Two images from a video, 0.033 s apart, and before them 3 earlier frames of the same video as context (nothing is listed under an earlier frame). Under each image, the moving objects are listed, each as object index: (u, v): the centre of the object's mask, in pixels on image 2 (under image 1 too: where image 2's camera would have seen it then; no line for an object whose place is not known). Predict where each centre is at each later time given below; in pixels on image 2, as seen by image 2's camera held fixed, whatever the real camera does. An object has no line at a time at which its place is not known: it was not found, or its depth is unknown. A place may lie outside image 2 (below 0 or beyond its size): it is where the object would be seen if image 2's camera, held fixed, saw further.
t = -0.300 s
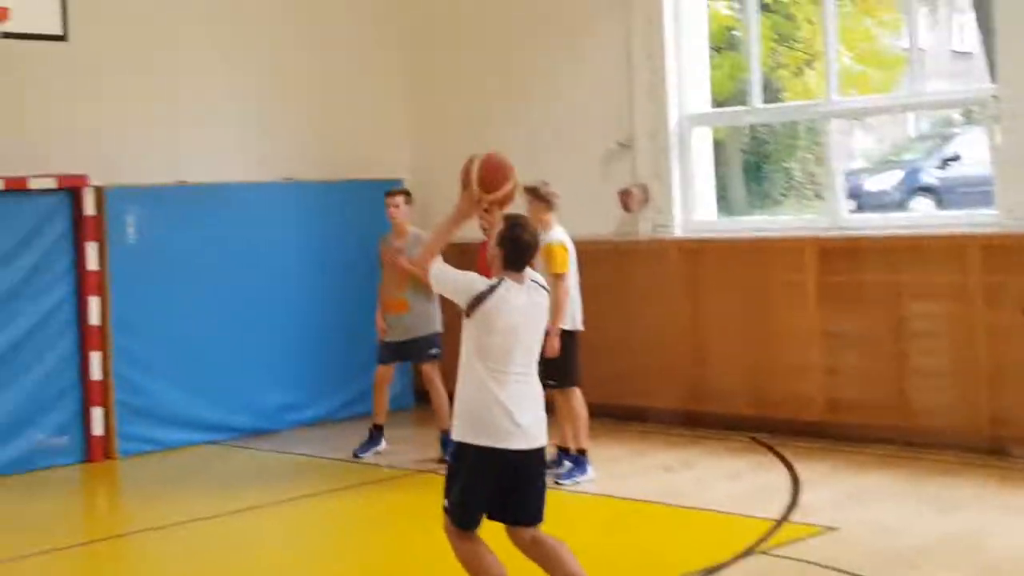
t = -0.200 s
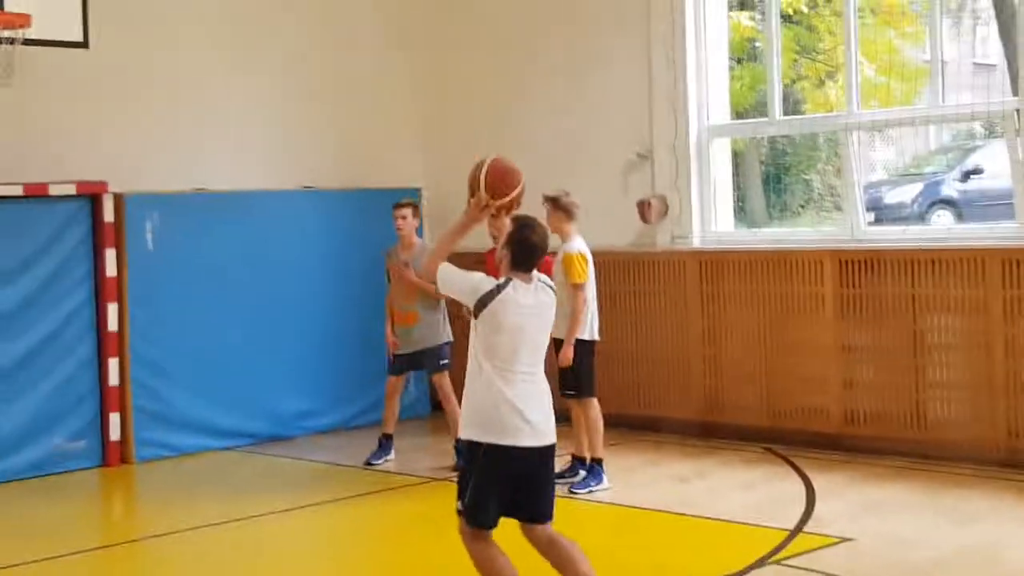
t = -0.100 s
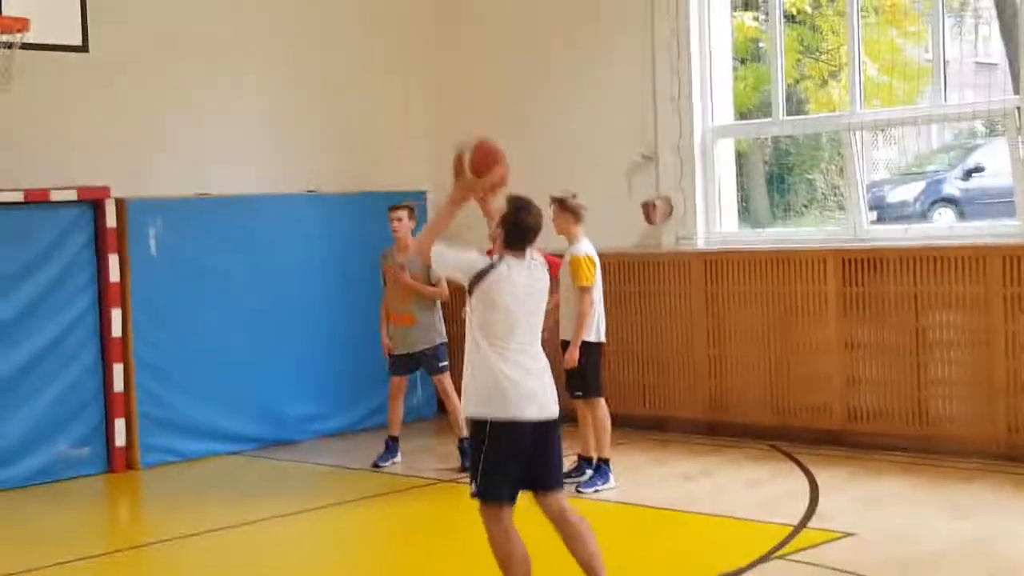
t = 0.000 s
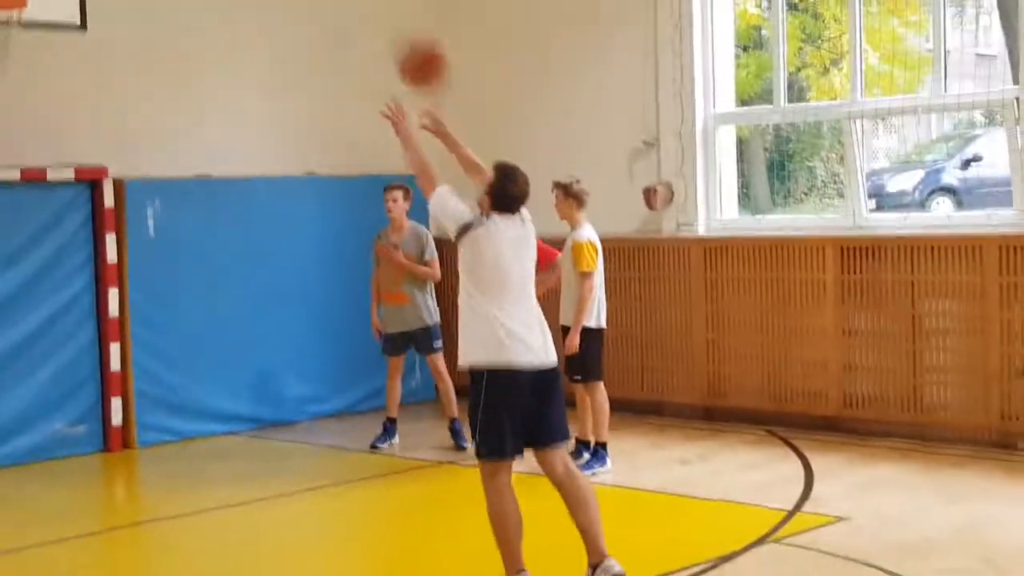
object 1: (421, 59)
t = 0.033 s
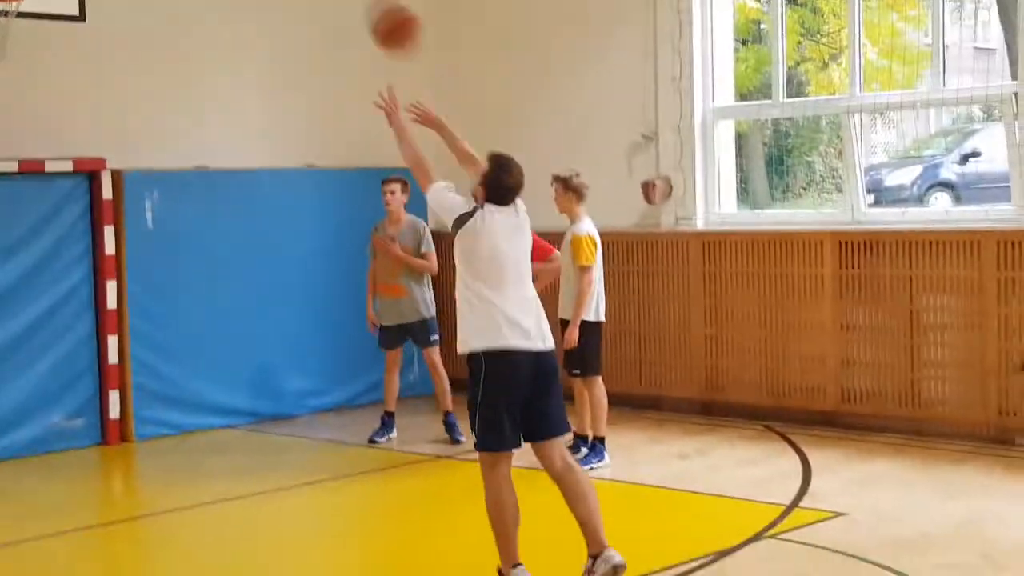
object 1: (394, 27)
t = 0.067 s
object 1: (371, 16)
